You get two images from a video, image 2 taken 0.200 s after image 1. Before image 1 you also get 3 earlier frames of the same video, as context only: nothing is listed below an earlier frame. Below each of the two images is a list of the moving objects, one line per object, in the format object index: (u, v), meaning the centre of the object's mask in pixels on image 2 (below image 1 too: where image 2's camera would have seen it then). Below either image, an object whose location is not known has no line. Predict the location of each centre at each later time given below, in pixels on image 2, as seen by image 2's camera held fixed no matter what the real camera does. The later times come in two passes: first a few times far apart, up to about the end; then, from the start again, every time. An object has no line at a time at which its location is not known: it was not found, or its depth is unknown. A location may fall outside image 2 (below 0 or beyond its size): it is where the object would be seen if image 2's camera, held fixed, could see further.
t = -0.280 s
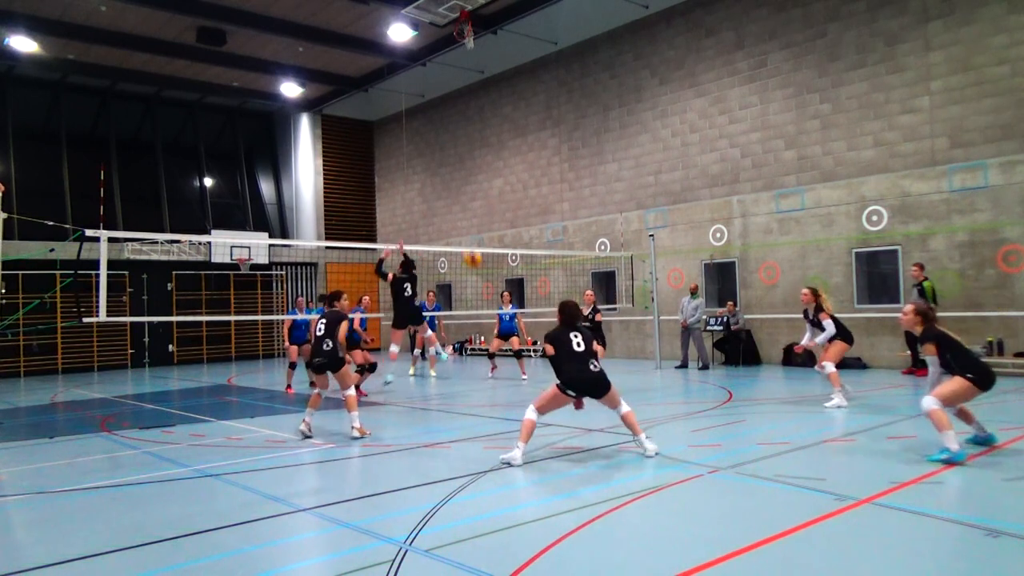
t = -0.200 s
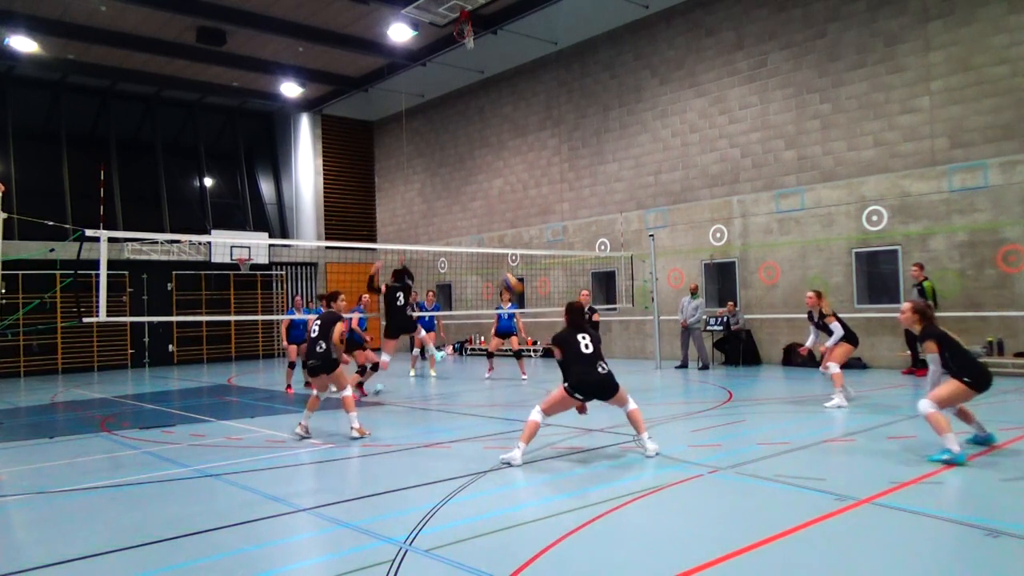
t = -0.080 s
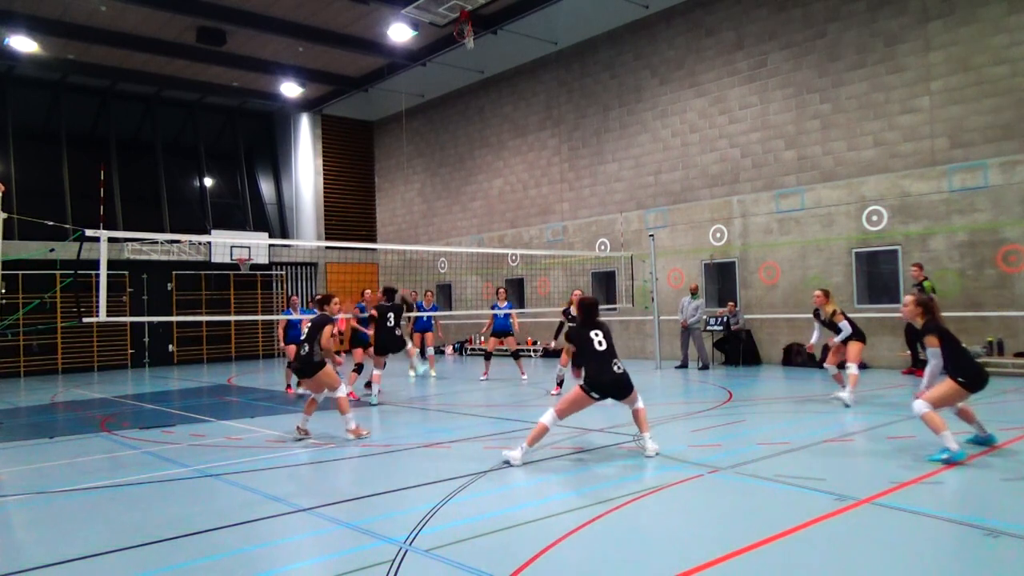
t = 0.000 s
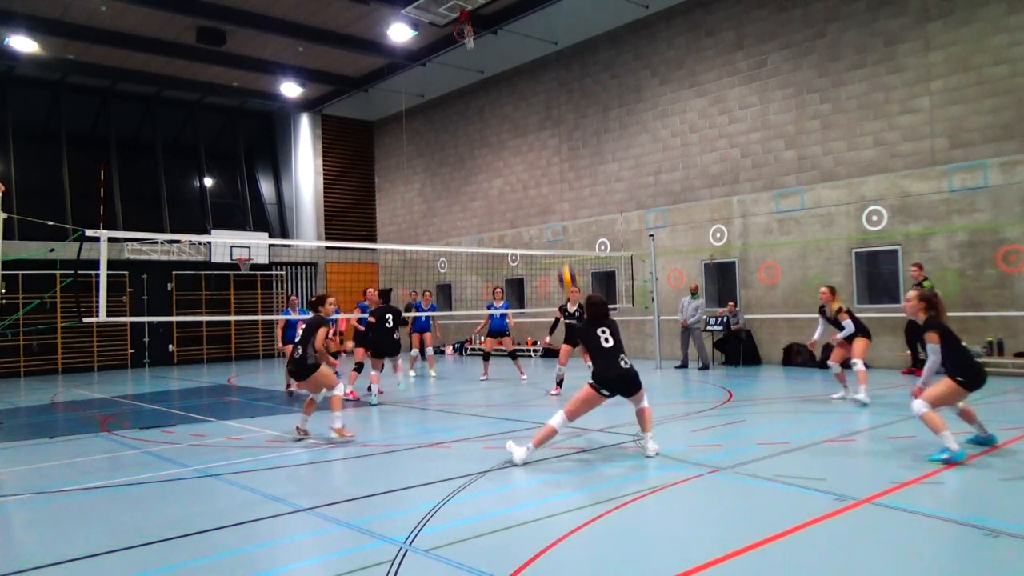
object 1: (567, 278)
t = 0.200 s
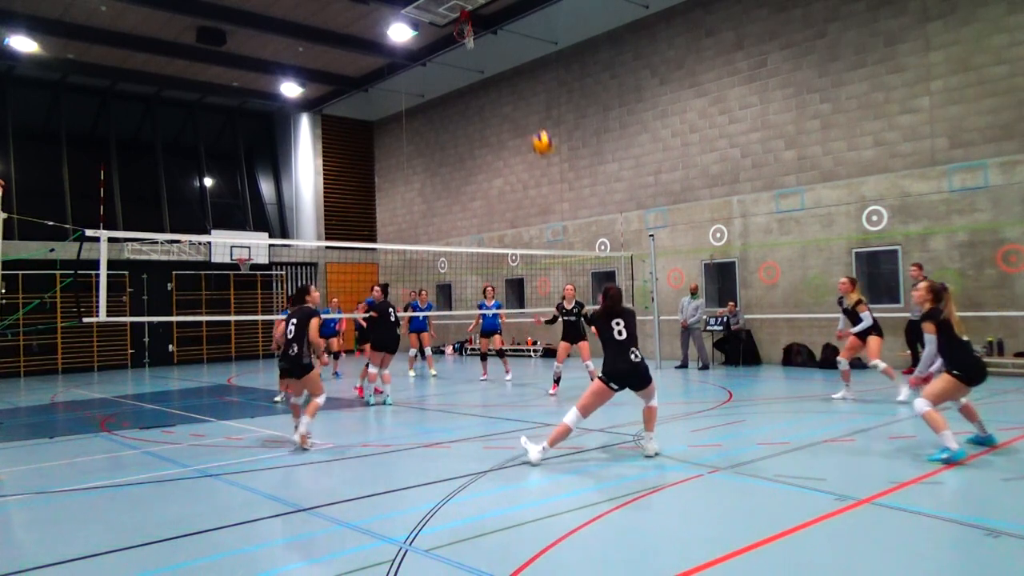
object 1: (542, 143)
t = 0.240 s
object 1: (538, 123)
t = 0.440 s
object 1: (521, 56)
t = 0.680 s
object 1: (506, 28)
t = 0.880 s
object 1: (496, 39)
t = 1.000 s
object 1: (491, 60)
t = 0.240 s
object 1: (538, 123)
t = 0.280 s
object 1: (534, 107)
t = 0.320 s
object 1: (530, 91)
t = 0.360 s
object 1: (527, 76)
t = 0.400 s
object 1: (524, 65)
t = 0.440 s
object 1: (521, 56)
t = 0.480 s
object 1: (518, 47)
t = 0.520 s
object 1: (515, 41)
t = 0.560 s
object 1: (513, 36)
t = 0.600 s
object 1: (510, 32)
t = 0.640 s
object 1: (508, 29)
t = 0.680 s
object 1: (506, 28)
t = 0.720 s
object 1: (504, 28)
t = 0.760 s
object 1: (502, 30)
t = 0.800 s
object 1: (499, 32)
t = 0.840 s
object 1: (498, 35)
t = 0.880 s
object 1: (496, 39)
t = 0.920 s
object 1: (495, 44)
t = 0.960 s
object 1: (493, 52)
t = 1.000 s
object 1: (491, 60)
